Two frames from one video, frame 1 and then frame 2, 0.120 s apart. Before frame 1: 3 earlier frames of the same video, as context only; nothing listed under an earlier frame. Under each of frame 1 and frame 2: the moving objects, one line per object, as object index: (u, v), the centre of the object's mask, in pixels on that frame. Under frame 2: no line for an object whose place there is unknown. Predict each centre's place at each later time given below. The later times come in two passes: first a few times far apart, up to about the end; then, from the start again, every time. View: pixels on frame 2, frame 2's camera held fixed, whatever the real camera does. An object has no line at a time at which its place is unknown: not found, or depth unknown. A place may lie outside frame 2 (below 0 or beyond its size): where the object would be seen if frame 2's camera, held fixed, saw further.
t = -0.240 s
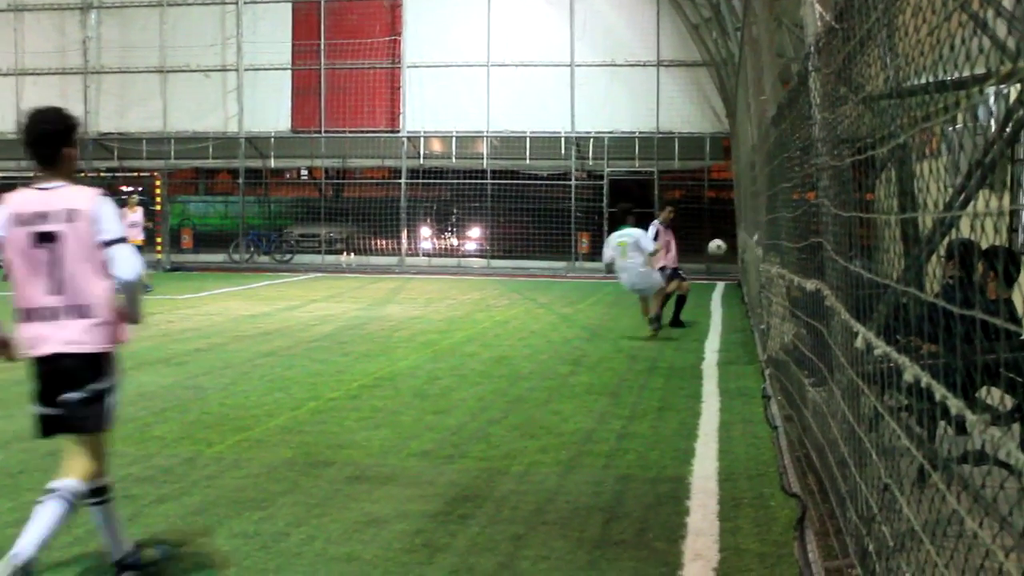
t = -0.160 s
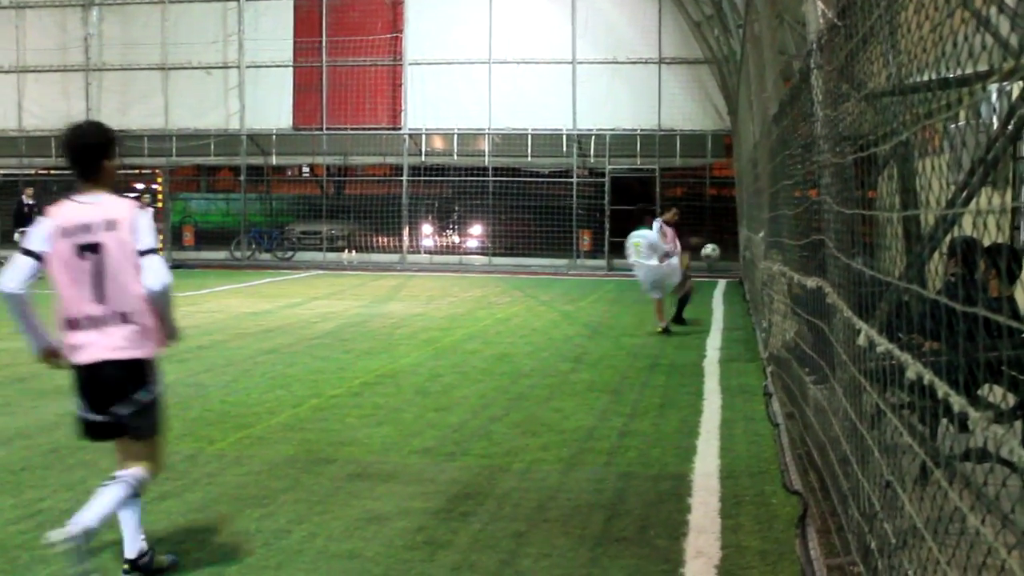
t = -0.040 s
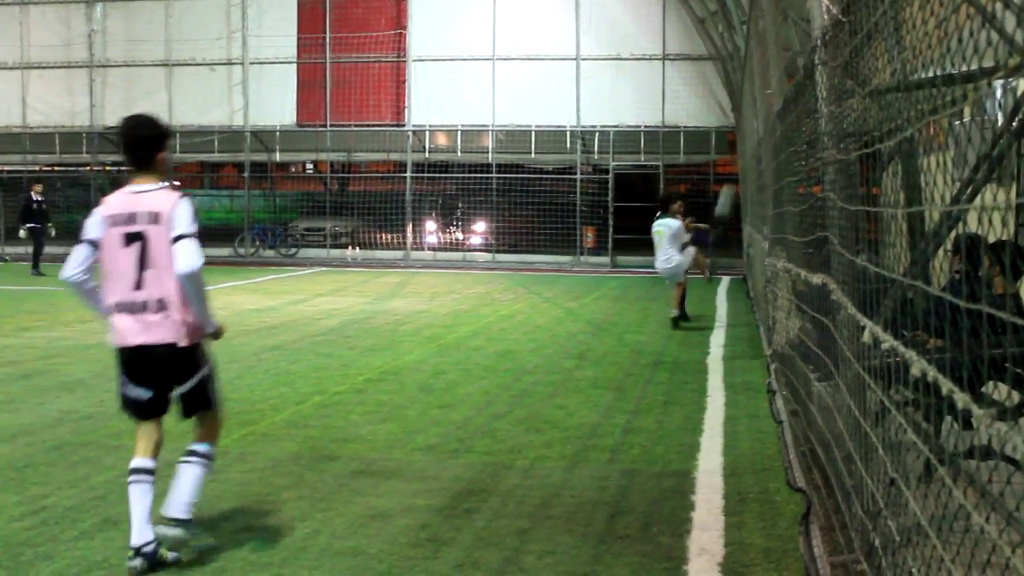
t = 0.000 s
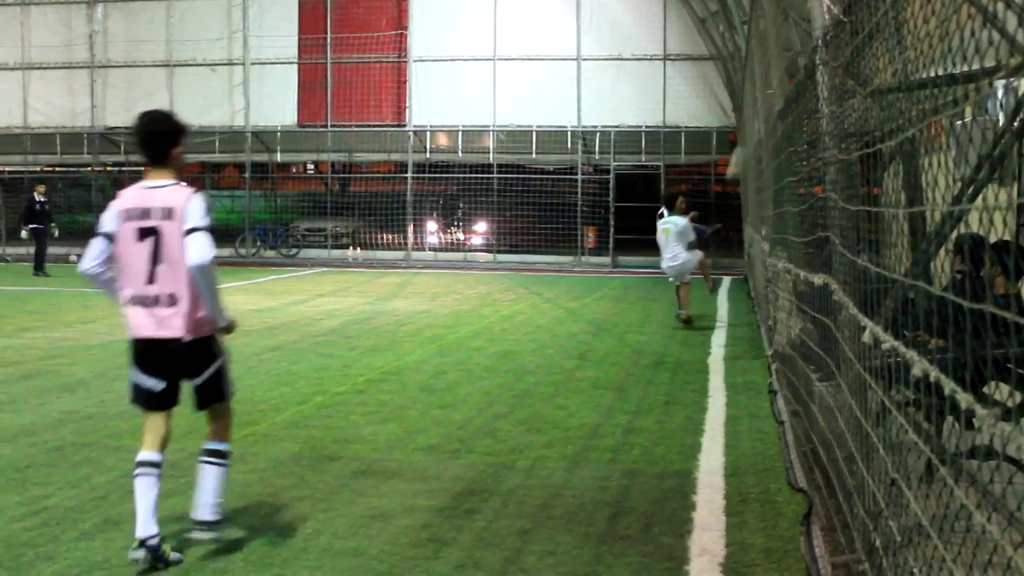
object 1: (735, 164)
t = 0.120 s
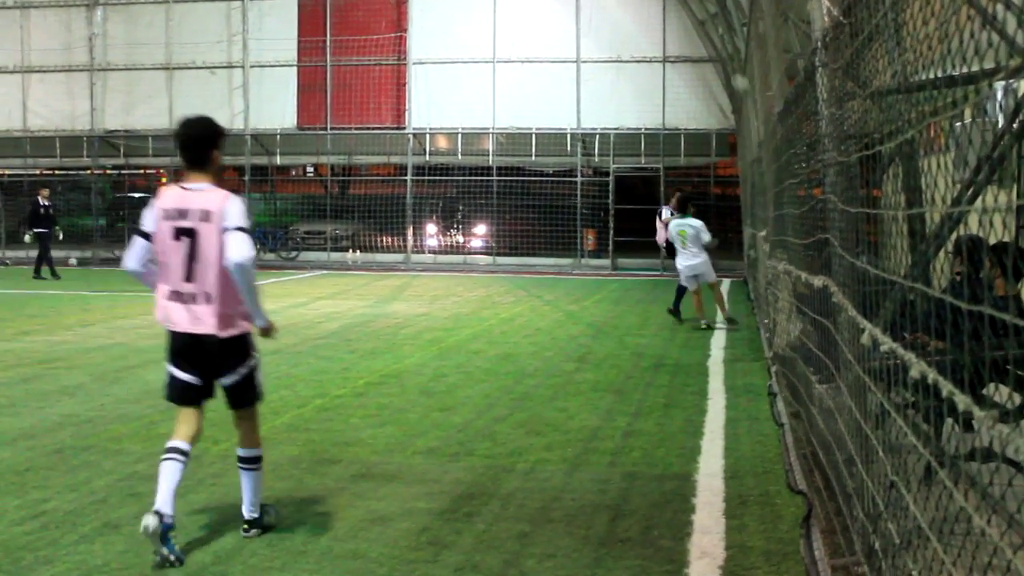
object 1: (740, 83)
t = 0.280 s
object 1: (672, 57)
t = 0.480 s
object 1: (590, 56)
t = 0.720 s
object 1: (490, 92)
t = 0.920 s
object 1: (409, 149)
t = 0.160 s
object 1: (726, 72)
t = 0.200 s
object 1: (710, 66)
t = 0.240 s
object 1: (692, 61)
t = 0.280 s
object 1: (672, 57)
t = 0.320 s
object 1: (659, 55)
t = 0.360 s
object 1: (641, 54)
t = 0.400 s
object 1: (624, 54)
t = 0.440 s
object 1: (608, 54)
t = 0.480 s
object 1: (590, 56)
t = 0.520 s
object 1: (574, 58)
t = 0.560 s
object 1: (556, 63)
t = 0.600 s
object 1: (540, 67)
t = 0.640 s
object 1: (522, 75)
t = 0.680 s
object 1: (506, 83)
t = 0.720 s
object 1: (490, 92)
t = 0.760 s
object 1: (473, 102)
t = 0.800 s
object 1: (457, 114)
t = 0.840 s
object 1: (442, 127)
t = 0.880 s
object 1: (425, 137)
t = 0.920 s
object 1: (409, 149)
